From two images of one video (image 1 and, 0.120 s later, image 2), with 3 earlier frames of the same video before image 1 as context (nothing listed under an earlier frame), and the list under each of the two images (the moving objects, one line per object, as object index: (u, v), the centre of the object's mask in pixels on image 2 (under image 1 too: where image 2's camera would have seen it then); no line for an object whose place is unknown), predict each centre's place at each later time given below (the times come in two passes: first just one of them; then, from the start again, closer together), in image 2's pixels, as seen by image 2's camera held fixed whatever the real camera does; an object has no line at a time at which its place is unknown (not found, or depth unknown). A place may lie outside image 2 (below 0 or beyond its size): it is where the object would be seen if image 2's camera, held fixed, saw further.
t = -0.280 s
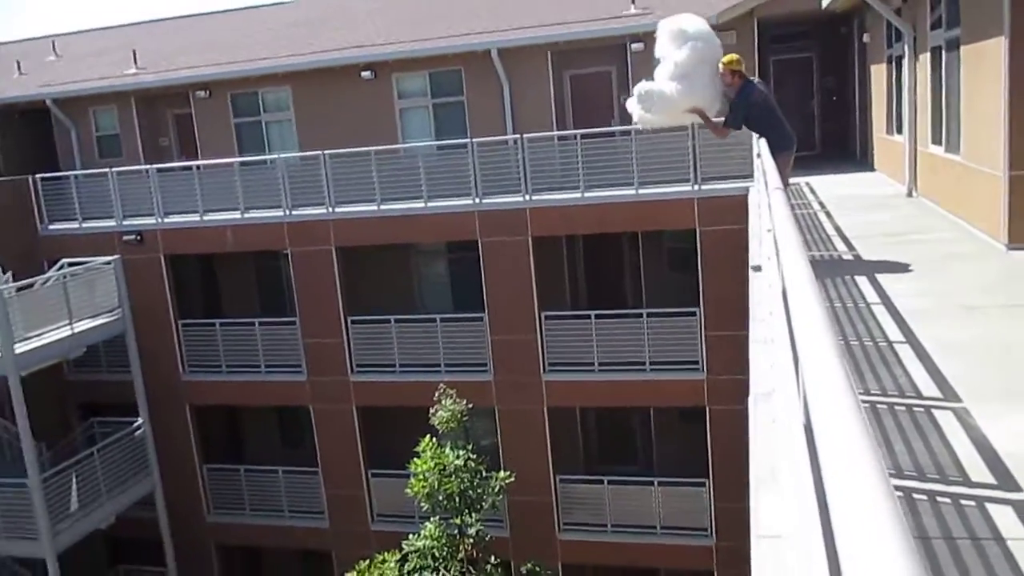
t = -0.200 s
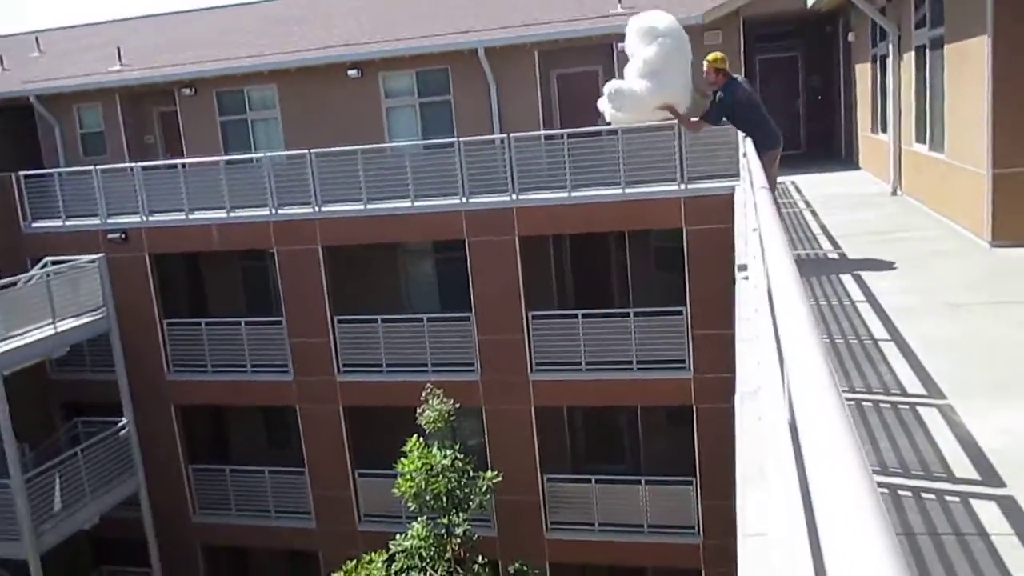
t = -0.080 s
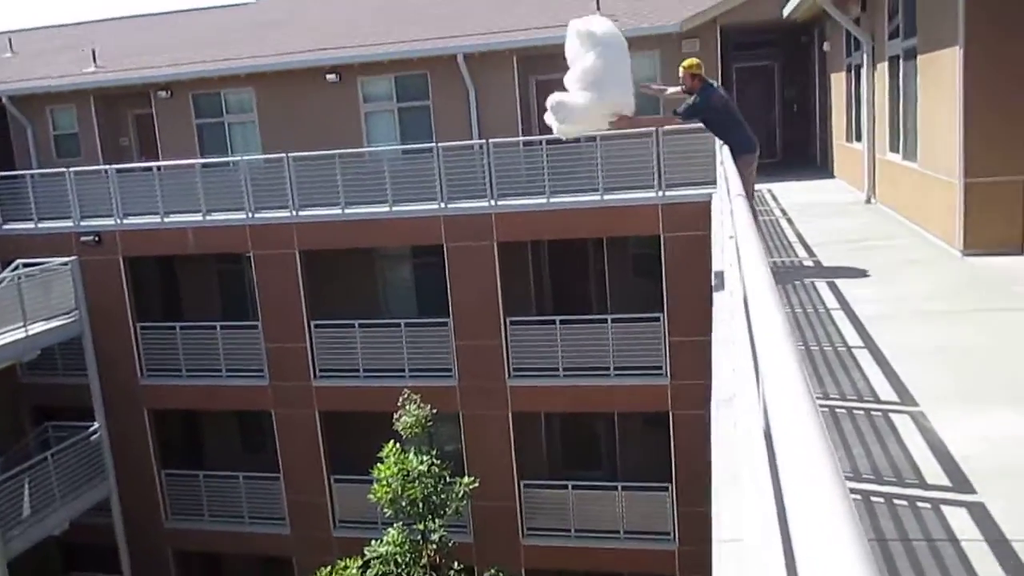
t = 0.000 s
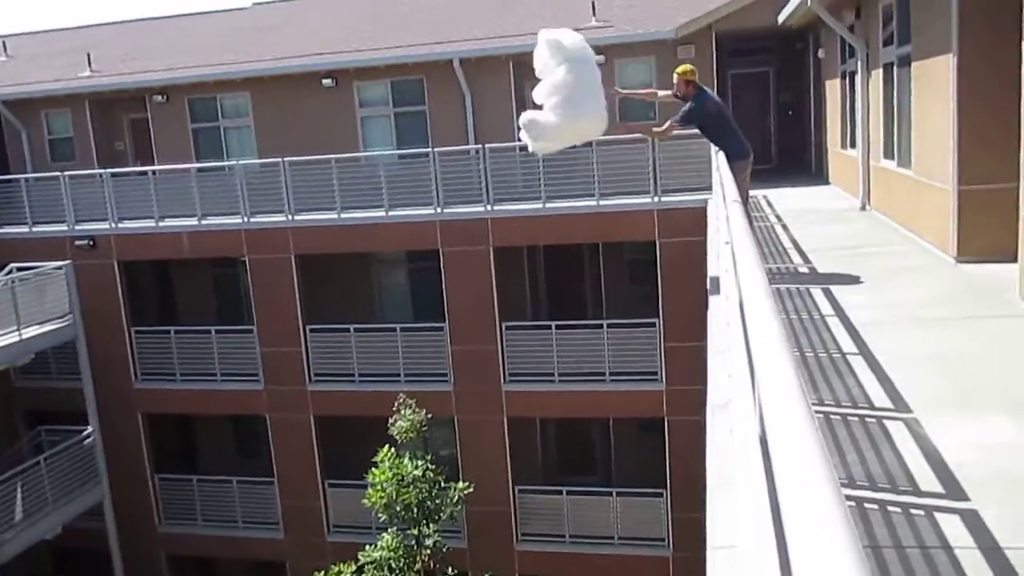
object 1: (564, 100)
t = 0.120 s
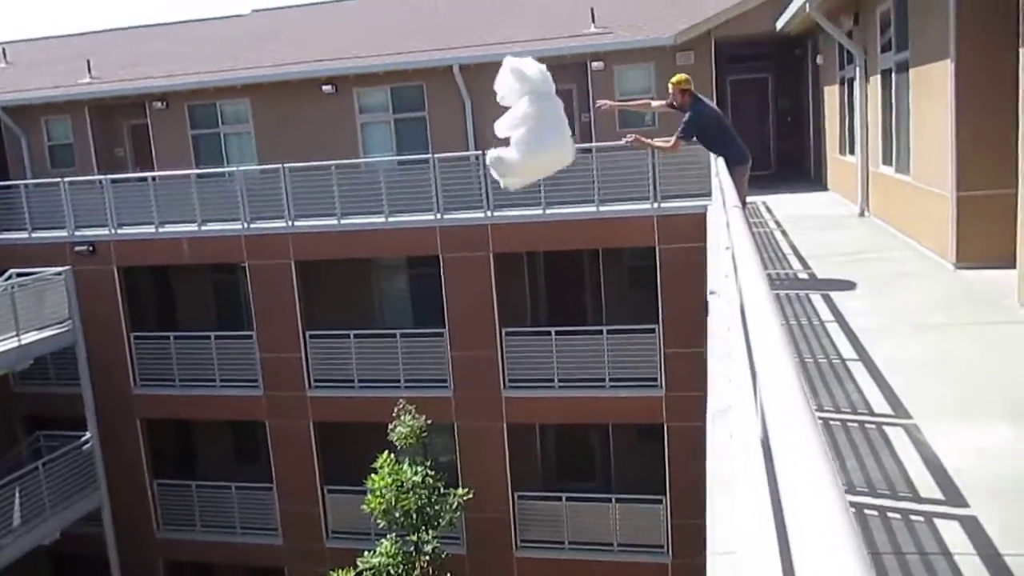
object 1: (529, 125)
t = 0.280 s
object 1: (488, 177)
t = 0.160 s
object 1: (518, 137)
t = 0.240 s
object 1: (498, 163)
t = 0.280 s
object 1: (488, 177)
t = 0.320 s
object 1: (479, 194)
